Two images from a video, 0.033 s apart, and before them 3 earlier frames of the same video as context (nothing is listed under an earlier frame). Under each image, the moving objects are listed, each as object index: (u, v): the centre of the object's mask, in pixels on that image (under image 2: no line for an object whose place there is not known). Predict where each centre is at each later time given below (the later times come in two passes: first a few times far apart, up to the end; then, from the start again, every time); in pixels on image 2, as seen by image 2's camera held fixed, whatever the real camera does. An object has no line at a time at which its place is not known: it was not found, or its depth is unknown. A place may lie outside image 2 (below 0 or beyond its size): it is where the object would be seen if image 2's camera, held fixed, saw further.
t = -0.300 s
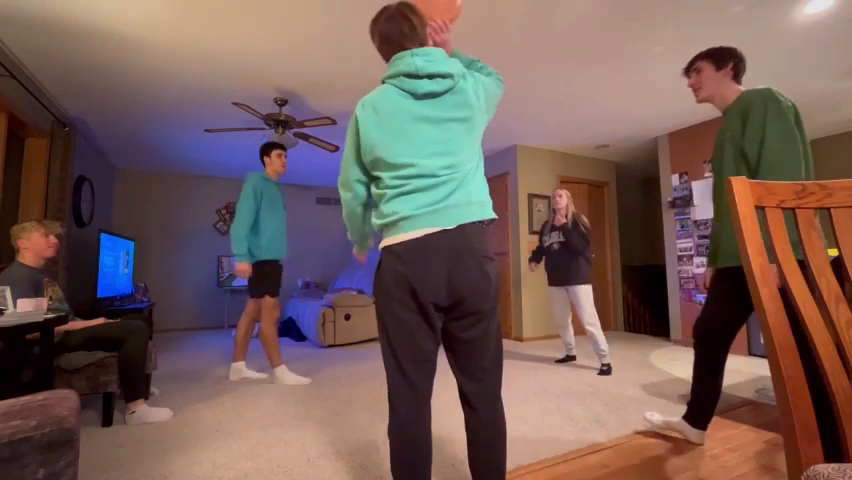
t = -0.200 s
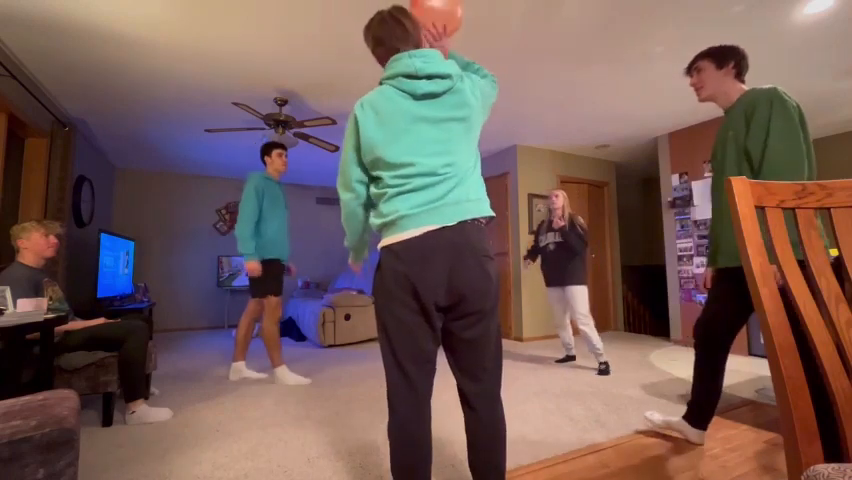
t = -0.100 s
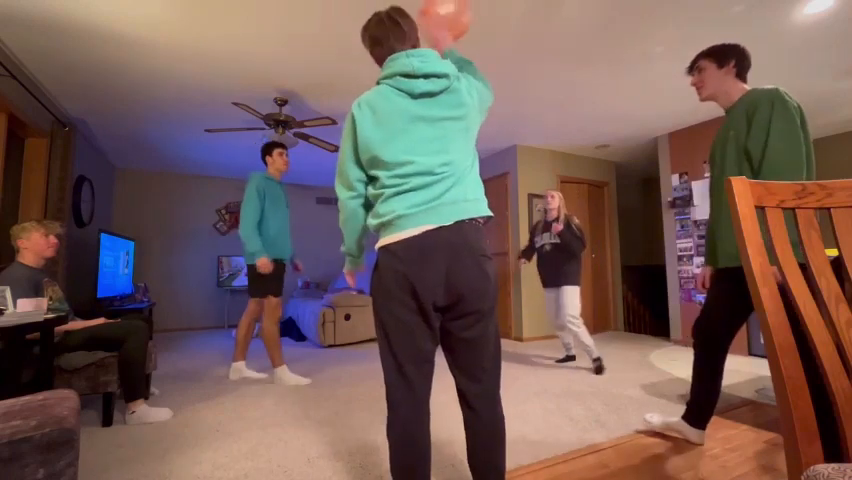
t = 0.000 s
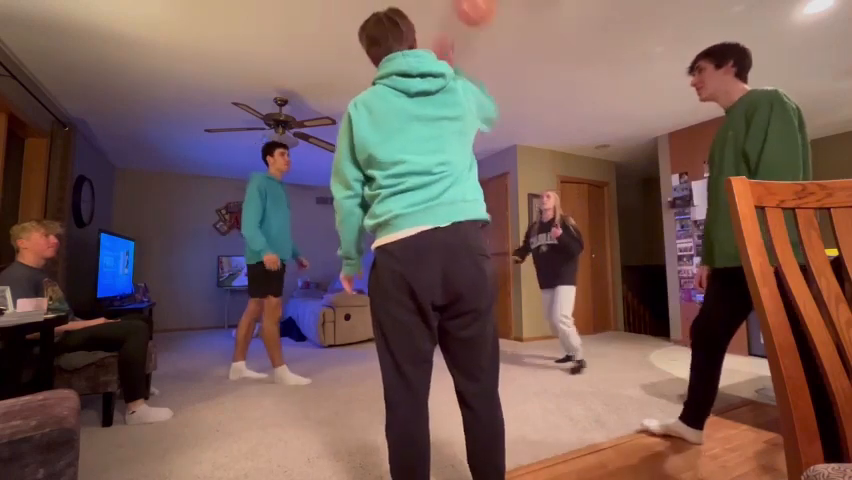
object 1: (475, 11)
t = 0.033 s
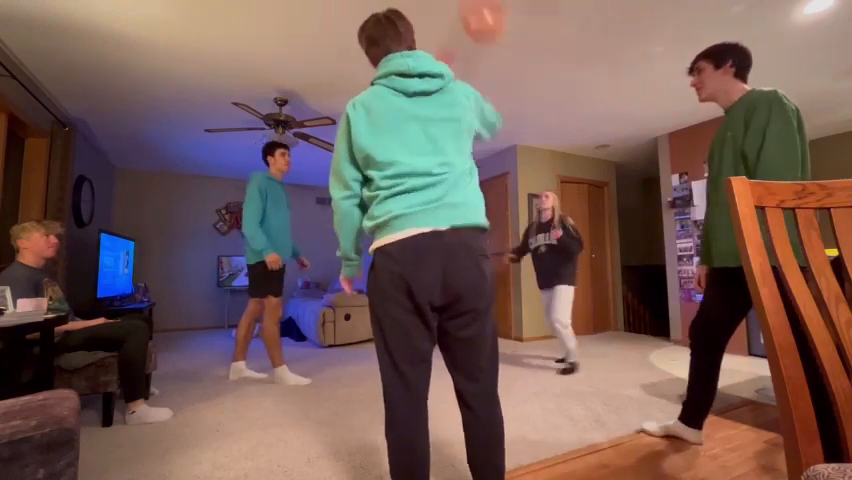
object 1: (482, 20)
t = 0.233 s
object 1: (516, 93)
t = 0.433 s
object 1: (542, 156)
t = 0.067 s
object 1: (490, 33)
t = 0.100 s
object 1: (498, 45)
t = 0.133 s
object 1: (502, 58)
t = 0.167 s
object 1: (507, 70)
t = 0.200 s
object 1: (511, 82)
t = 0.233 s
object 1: (516, 93)
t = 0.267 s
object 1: (520, 104)
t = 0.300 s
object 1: (525, 116)
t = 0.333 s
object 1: (529, 127)
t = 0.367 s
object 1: (533, 138)
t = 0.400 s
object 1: (537, 147)
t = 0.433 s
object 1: (542, 156)
